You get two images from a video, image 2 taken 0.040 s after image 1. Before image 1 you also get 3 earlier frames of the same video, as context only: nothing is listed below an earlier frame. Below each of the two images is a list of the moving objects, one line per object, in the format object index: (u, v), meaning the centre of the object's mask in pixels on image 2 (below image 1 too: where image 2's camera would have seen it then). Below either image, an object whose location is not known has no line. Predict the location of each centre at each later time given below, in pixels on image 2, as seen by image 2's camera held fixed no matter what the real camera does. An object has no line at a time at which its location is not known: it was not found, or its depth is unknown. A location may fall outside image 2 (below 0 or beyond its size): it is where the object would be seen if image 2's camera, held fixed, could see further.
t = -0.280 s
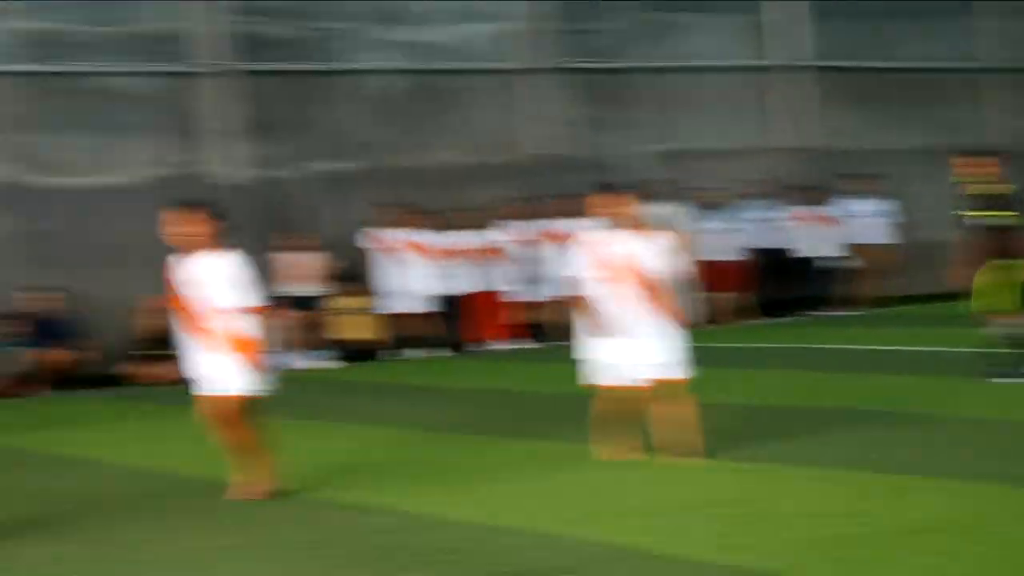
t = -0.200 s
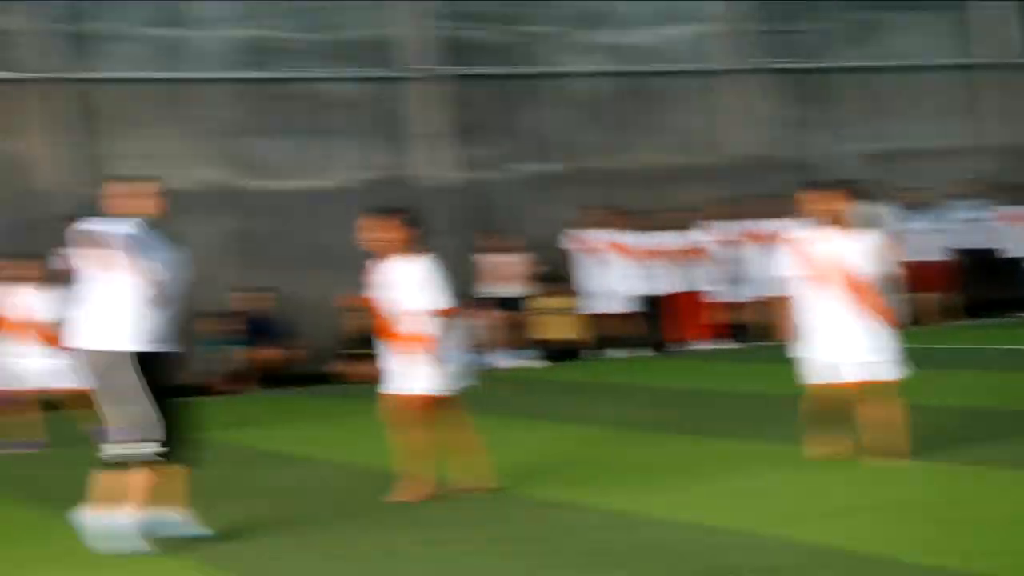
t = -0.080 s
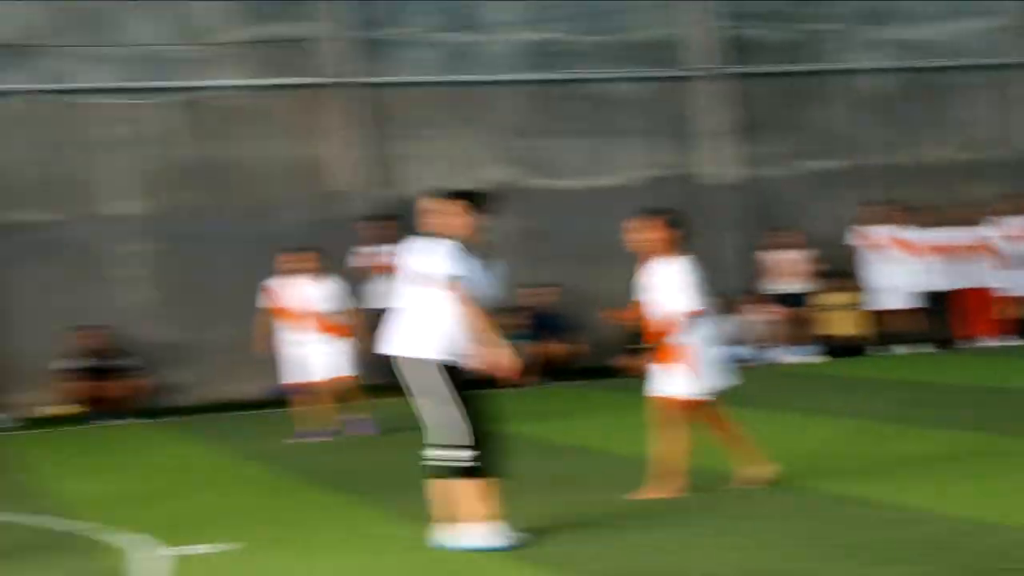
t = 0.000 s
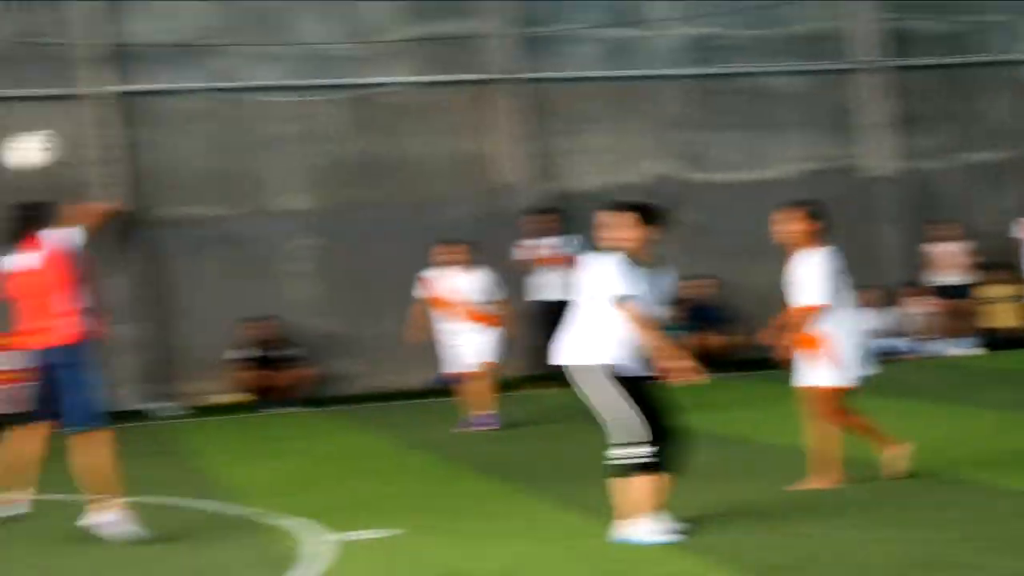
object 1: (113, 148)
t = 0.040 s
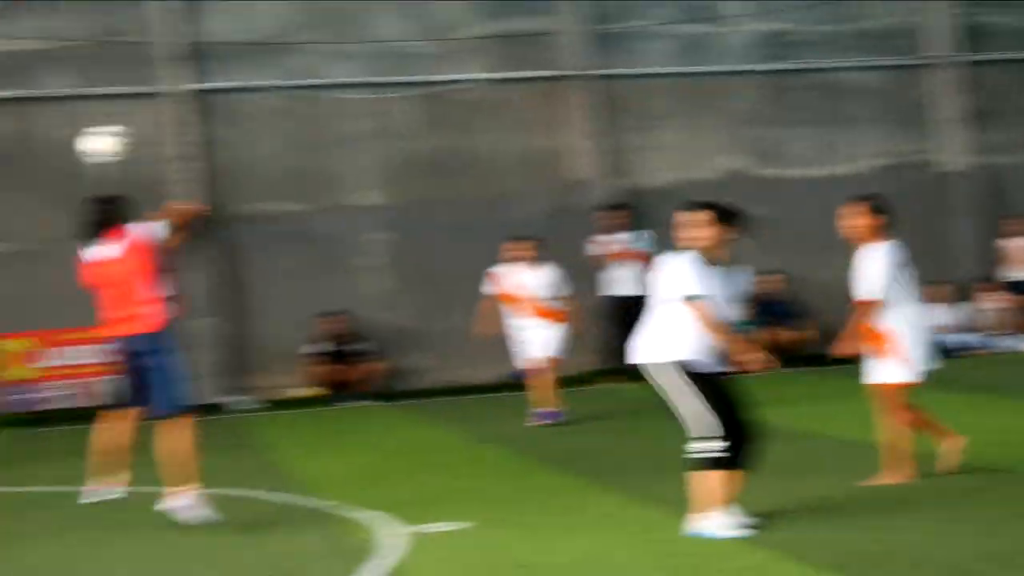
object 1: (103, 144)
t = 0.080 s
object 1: (93, 143)
